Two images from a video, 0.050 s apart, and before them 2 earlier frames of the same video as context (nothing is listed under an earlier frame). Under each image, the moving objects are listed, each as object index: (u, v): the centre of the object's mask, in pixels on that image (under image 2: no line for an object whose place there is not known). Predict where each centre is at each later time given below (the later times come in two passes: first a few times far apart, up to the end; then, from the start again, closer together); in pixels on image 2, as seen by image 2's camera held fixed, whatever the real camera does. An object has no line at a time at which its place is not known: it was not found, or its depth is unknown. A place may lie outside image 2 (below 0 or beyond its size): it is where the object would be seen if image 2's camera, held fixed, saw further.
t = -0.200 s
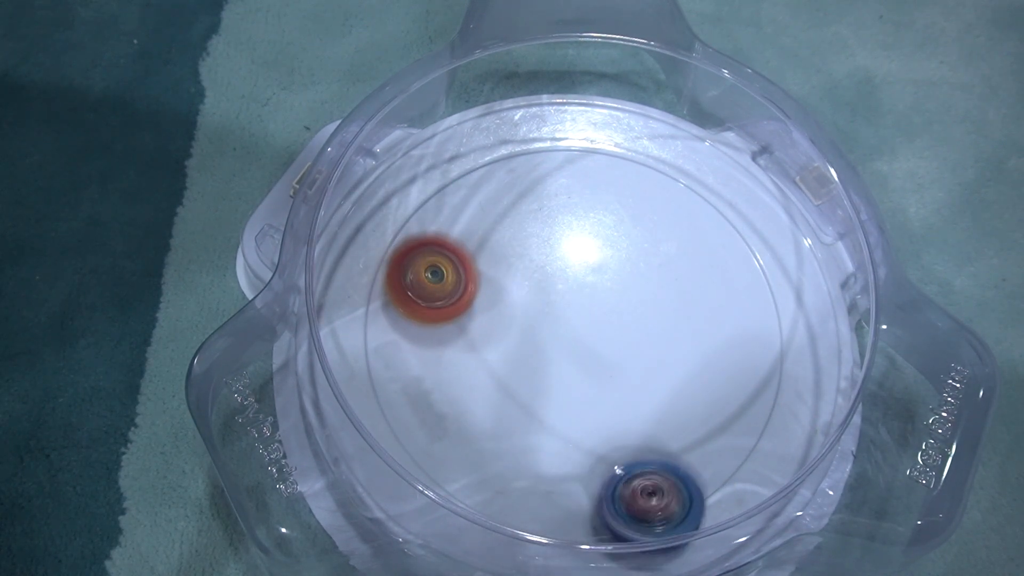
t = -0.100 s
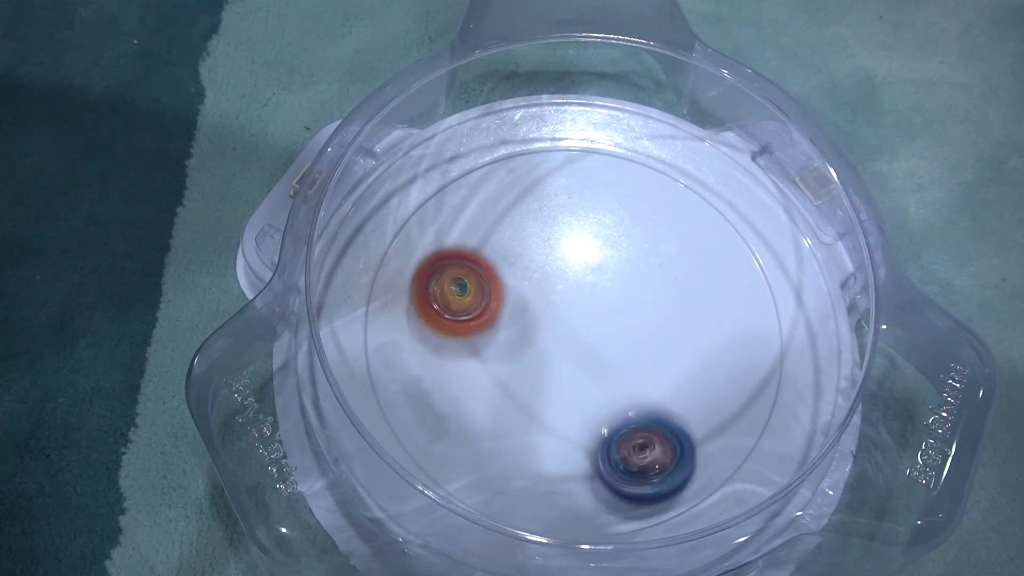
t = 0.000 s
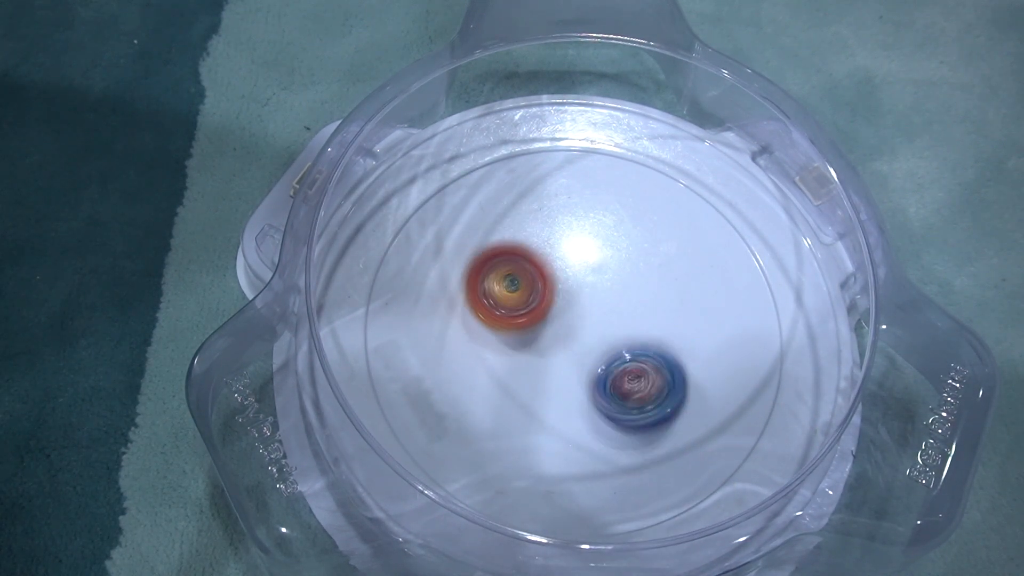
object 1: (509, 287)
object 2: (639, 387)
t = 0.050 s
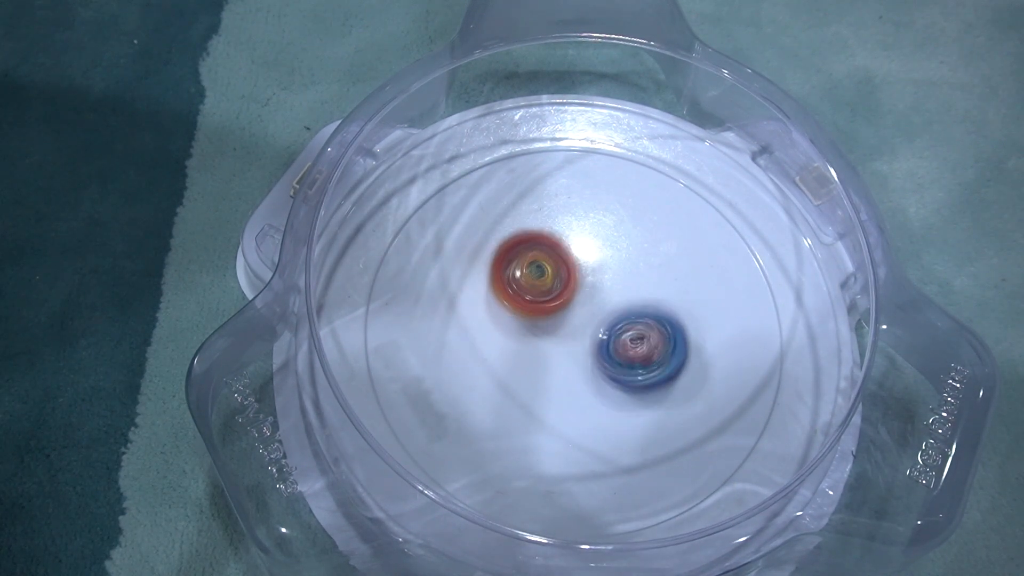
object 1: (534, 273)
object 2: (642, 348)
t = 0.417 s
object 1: (481, 225)
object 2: (685, 212)
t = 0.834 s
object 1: (552, 503)
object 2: (675, 168)
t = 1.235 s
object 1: (686, 356)
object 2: (492, 273)
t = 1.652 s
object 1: (474, 246)
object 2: (428, 381)
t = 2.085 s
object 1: (528, 387)
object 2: (668, 406)
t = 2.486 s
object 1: (570, 254)
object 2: (734, 322)
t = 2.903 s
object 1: (506, 326)
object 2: (542, 236)
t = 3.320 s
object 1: (678, 315)
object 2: (467, 326)
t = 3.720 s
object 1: (551, 298)
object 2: (557, 420)
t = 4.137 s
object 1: (586, 411)
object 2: (679, 328)
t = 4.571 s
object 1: (521, 350)
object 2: (605, 196)
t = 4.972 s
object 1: (563, 348)
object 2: (501, 270)
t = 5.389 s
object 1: (625, 280)
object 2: (545, 346)
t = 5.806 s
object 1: (539, 354)
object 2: (662, 385)
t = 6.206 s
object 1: (570, 392)
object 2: (622, 297)
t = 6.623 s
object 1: (533, 364)
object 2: (528, 253)
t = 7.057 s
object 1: (574, 359)
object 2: (535, 235)
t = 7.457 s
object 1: (616, 365)
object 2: (603, 282)
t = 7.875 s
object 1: (536, 354)
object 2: (607, 281)
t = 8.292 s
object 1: (532, 319)
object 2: (613, 296)
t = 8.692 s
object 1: (535, 301)
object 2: (631, 311)
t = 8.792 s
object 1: (538, 296)
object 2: (628, 310)
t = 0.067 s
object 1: (541, 269)
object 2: (643, 337)
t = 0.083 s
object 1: (548, 262)
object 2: (645, 324)
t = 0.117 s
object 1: (561, 250)
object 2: (649, 300)
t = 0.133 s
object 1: (566, 243)
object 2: (652, 289)
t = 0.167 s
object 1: (566, 225)
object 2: (665, 271)
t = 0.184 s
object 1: (562, 217)
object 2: (671, 261)
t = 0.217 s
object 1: (552, 204)
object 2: (681, 243)
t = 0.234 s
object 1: (546, 197)
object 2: (685, 234)
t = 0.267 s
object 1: (531, 190)
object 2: (695, 218)
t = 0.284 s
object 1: (524, 188)
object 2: (700, 211)
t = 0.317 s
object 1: (508, 187)
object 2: (707, 199)
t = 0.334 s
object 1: (501, 189)
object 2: (707, 197)
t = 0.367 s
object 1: (489, 200)
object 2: (700, 202)
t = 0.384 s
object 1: (484, 208)
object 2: (696, 205)
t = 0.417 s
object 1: (481, 225)
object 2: (685, 212)
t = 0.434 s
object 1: (482, 234)
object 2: (679, 216)
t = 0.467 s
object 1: (489, 253)
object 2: (667, 225)
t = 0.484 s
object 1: (494, 263)
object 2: (659, 230)
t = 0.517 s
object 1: (507, 279)
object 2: (644, 239)
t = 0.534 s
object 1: (515, 286)
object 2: (636, 244)
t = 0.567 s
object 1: (532, 298)
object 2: (619, 253)
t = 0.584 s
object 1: (535, 307)
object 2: (614, 254)
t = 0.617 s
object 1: (519, 347)
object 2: (635, 229)
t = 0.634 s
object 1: (513, 365)
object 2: (647, 214)
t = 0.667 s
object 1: (504, 401)
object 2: (666, 193)
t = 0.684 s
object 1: (501, 418)
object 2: (673, 184)
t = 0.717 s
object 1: (501, 450)
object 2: (680, 172)
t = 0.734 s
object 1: (504, 463)
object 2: (681, 169)
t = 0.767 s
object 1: (515, 481)
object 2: (681, 168)
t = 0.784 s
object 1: (522, 489)
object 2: (680, 167)
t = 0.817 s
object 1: (539, 506)
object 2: (678, 167)
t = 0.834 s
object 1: (552, 503)
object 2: (675, 168)
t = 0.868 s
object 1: (572, 505)
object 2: (668, 172)
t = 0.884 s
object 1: (582, 504)
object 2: (665, 176)
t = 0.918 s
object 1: (603, 499)
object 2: (654, 186)
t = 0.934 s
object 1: (613, 496)
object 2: (648, 190)
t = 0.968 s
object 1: (631, 485)
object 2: (634, 200)
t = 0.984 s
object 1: (641, 480)
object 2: (626, 205)
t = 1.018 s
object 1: (660, 469)
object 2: (609, 216)
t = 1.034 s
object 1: (668, 463)
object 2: (600, 221)
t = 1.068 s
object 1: (682, 449)
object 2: (581, 231)
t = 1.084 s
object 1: (687, 440)
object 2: (572, 237)
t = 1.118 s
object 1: (693, 422)
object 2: (554, 246)
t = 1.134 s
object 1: (695, 413)
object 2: (544, 250)
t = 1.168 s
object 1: (696, 394)
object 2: (527, 258)
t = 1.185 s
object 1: (695, 385)
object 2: (517, 261)
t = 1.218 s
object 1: (690, 365)
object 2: (501, 270)
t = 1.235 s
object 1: (686, 356)
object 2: (492, 273)
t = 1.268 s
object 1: (677, 338)
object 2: (475, 283)
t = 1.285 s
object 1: (671, 329)
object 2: (468, 287)
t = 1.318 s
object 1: (658, 313)
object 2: (453, 297)
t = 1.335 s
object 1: (650, 304)
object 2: (447, 302)
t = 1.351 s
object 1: (643, 297)
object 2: (441, 306)
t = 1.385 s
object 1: (627, 282)
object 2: (430, 317)
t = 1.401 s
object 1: (618, 276)
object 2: (425, 322)
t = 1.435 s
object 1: (600, 265)
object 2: (416, 333)
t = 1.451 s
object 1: (590, 260)
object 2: (412, 339)
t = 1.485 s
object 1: (569, 251)
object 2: (407, 348)
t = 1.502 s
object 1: (558, 249)
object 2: (406, 353)
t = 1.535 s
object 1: (538, 245)
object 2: (406, 361)
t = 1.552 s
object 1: (528, 243)
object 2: (407, 365)
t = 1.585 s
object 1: (510, 241)
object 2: (412, 371)
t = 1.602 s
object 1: (502, 242)
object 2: (415, 373)
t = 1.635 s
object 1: (483, 244)
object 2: (423, 378)
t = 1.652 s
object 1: (474, 246)
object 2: (428, 381)
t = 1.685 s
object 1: (457, 252)
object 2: (440, 384)
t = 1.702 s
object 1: (448, 256)
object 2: (447, 387)
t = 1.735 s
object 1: (434, 266)
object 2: (462, 393)
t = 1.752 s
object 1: (429, 273)
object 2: (471, 395)
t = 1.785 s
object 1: (421, 287)
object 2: (488, 398)
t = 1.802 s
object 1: (418, 295)
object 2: (499, 401)
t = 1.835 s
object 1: (416, 311)
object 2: (519, 407)
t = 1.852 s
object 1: (417, 319)
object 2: (530, 409)
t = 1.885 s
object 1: (424, 337)
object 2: (551, 412)
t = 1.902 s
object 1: (429, 346)
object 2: (562, 413)
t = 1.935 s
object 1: (442, 361)
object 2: (581, 415)
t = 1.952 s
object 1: (450, 367)
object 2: (592, 415)
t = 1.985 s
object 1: (467, 377)
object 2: (611, 415)
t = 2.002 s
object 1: (477, 380)
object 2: (622, 414)
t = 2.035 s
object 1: (497, 385)
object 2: (640, 412)
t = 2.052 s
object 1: (508, 386)
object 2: (650, 409)
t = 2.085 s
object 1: (528, 387)
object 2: (668, 406)
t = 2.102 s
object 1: (537, 387)
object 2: (677, 404)
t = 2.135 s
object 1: (557, 384)
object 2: (691, 398)
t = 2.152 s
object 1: (567, 381)
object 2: (698, 394)
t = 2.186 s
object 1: (586, 376)
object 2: (708, 388)
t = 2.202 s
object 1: (595, 372)
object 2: (712, 384)
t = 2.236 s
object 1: (612, 361)
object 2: (718, 377)
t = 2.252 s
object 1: (618, 355)
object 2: (723, 374)
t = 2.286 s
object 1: (621, 339)
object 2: (739, 368)
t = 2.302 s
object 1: (616, 330)
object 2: (750, 367)
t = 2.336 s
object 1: (609, 314)
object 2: (768, 359)
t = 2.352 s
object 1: (605, 306)
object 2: (772, 354)
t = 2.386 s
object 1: (598, 292)
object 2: (772, 346)
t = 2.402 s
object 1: (594, 286)
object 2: (768, 343)
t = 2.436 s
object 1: (586, 272)
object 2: (756, 336)
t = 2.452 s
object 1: (581, 266)
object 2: (750, 331)
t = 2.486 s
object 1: (570, 254)
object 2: (734, 322)
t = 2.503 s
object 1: (564, 249)
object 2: (726, 318)
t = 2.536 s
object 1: (552, 240)
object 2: (709, 308)
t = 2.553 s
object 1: (545, 236)
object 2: (701, 303)
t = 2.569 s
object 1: (538, 233)
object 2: (691, 299)
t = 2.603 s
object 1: (523, 230)
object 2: (675, 288)
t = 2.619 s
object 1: (516, 229)
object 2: (665, 283)
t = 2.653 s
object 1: (503, 230)
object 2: (648, 275)
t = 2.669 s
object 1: (495, 232)
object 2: (641, 270)
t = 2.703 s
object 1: (484, 241)
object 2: (626, 263)
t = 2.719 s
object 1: (481, 247)
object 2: (619, 260)
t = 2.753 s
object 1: (477, 259)
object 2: (606, 253)
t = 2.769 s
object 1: (476, 267)
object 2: (598, 251)
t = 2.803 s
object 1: (478, 283)
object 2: (583, 247)
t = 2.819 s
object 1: (481, 290)
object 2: (576, 245)
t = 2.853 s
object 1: (491, 304)
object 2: (561, 244)
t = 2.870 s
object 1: (497, 310)
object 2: (554, 244)
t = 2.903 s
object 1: (506, 326)
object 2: (542, 236)
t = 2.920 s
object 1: (512, 333)
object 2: (542, 235)
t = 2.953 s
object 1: (527, 342)
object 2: (538, 227)
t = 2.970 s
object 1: (534, 346)
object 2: (536, 227)
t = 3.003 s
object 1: (550, 353)
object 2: (532, 229)
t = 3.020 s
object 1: (558, 355)
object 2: (529, 231)
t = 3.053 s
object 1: (575, 359)
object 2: (522, 236)
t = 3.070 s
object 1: (582, 360)
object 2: (519, 239)
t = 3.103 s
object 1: (600, 361)
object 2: (510, 247)
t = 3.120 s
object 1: (607, 360)
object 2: (506, 252)
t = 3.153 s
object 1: (623, 358)
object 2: (497, 263)
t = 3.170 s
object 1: (631, 356)
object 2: (492, 268)
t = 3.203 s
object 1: (645, 350)
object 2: (485, 282)
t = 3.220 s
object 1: (652, 346)
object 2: (482, 288)
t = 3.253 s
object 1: (664, 338)
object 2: (475, 300)
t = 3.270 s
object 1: (669, 334)
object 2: (473, 307)
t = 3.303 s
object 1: (676, 321)
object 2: (469, 321)
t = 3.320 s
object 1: (678, 315)
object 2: (467, 326)
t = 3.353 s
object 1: (680, 302)
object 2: (465, 340)
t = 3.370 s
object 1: (679, 296)
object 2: (465, 346)
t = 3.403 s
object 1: (674, 284)
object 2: (465, 358)
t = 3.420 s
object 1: (669, 279)
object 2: (467, 364)
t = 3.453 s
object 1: (659, 270)
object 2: (471, 375)
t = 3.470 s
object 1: (651, 267)
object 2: (473, 379)
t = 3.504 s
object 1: (639, 263)
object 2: (480, 388)
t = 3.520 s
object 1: (630, 262)
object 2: (484, 392)
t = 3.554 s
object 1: (615, 264)
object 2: (492, 399)
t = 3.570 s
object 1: (609, 265)
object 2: (498, 403)
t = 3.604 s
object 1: (592, 269)
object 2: (509, 408)
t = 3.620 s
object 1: (586, 272)
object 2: (515, 411)
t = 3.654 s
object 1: (574, 279)
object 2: (529, 416)
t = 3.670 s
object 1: (567, 283)
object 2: (536, 416)
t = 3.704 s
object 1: (556, 293)
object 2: (549, 418)
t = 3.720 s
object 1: (551, 298)
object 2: (557, 420)
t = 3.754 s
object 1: (541, 308)
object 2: (572, 417)
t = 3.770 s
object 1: (537, 314)
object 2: (578, 416)
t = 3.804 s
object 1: (530, 326)
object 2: (592, 415)
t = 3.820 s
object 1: (526, 333)
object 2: (600, 413)
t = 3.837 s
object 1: (524, 339)
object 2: (606, 410)
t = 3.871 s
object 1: (521, 352)
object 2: (618, 406)
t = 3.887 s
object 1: (520, 360)
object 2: (625, 402)
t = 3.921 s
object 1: (520, 373)
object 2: (637, 393)
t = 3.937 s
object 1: (521, 380)
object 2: (642, 390)
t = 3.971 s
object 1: (526, 393)
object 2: (654, 381)
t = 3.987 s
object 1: (530, 399)
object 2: (658, 376)
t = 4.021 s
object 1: (539, 409)
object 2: (665, 367)
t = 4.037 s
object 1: (545, 413)
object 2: (669, 361)
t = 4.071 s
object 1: (559, 417)
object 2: (673, 350)
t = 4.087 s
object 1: (565, 417)
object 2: (675, 345)
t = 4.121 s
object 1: (580, 415)
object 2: (678, 333)
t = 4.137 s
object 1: (586, 411)
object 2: (679, 328)
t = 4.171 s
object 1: (597, 403)
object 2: (678, 317)
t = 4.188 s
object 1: (601, 397)
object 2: (678, 312)
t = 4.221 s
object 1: (607, 385)
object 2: (676, 301)
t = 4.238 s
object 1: (609, 378)
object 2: (673, 296)
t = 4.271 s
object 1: (610, 365)
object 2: (669, 285)
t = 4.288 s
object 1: (611, 358)
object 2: (666, 279)
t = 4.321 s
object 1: (607, 345)
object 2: (659, 268)
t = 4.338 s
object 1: (602, 344)
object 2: (657, 259)
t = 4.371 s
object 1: (590, 339)
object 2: (652, 244)
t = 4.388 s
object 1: (584, 339)
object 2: (649, 238)
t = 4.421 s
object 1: (572, 336)
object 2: (643, 228)
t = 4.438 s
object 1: (564, 337)
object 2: (640, 224)
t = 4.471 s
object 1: (553, 337)
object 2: (634, 215)
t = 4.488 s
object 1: (546, 339)
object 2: (630, 210)
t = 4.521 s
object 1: (536, 342)
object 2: (620, 204)
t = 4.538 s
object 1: (530, 344)
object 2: (616, 201)
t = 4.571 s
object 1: (521, 350)
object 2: (605, 196)
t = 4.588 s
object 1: (518, 352)
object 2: (599, 195)
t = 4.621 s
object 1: (512, 359)
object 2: (590, 194)
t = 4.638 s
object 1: (511, 362)
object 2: (584, 194)
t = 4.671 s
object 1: (510, 366)
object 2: (573, 196)
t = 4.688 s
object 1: (511, 368)
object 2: (568, 198)
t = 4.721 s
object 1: (513, 371)
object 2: (557, 203)
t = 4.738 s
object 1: (514, 372)
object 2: (551, 206)
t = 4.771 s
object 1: (519, 372)
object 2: (539, 215)
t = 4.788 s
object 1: (521, 372)
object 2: (535, 220)
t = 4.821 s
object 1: (527, 371)
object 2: (527, 228)
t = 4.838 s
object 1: (531, 370)
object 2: (522, 234)
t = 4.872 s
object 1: (538, 366)
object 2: (516, 245)
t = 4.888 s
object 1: (542, 364)
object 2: (514, 251)
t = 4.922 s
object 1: (549, 355)
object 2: (510, 262)
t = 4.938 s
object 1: (552, 351)
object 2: (509, 269)
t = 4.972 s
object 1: (563, 348)
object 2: (501, 270)
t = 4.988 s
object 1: (569, 350)
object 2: (497, 268)
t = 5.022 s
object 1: (584, 352)
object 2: (489, 262)
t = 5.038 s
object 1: (590, 352)
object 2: (488, 261)
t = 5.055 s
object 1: (597, 351)
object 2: (486, 261)
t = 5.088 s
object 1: (609, 348)
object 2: (485, 264)
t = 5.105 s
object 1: (615, 346)
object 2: (486, 266)
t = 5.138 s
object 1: (625, 341)
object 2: (488, 273)
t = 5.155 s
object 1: (631, 338)
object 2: (489, 277)
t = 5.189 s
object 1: (638, 330)
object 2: (495, 287)
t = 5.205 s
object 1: (642, 325)
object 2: (499, 292)
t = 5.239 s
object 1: (645, 316)
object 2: (506, 303)
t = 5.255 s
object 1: (646, 311)
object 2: (509, 309)
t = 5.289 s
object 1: (646, 302)
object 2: (518, 319)
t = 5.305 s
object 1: (644, 297)
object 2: (522, 324)
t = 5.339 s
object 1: (638, 288)
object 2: (531, 334)
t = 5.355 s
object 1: (635, 285)
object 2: (536, 339)
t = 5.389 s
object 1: (625, 280)
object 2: (545, 346)
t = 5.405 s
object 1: (621, 277)
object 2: (551, 350)
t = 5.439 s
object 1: (610, 276)
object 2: (562, 355)
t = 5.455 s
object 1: (604, 275)
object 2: (568, 361)
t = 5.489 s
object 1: (594, 277)
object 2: (581, 367)
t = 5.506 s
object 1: (587, 278)
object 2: (586, 370)
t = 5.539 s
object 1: (578, 283)
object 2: (599, 376)
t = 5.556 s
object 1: (571, 285)
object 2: (605, 378)
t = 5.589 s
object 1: (563, 291)
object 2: (618, 384)
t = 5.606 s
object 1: (559, 296)
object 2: (624, 386)
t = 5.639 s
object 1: (551, 303)
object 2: (636, 390)
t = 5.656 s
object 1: (549, 309)
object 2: (641, 388)
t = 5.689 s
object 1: (542, 318)
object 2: (650, 392)
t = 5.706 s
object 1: (542, 323)
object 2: (653, 392)
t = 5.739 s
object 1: (538, 334)
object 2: (659, 390)
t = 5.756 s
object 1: (538, 338)
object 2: (660, 388)
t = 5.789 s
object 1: (538, 350)
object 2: (661, 386)
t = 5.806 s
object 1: (539, 354)
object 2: (662, 385)
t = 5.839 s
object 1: (542, 365)
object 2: (661, 380)
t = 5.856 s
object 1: (544, 368)
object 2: (660, 378)
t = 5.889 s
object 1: (551, 377)
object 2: (656, 372)
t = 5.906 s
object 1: (554, 380)
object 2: (656, 369)
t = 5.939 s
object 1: (561, 386)
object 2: (654, 359)
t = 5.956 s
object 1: (563, 389)
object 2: (656, 353)
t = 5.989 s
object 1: (562, 396)
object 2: (657, 339)
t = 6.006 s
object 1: (563, 398)
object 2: (657, 333)
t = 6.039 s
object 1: (564, 402)
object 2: (655, 322)
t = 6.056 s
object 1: (563, 403)
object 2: (651, 316)
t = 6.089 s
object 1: (565, 403)
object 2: (646, 310)
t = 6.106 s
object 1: (565, 404)
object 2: (643, 307)
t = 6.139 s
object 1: (566, 401)
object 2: (637, 304)
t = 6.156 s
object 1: (568, 400)
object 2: (634, 302)
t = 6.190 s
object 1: (568, 395)
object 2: (627, 299)
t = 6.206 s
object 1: (570, 392)
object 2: (622, 297)
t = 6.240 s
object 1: (569, 386)
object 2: (613, 295)
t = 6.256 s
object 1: (568, 382)
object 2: (607, 295)
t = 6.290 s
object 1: (567, 373)
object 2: (596, 293)
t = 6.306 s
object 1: (565, 369)
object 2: (591, 293)
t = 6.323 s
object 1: (560, 369)
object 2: (588, 289)
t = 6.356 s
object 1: (553, 372)
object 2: (579, 276)
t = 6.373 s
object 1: (549, 373)
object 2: (575, 270)
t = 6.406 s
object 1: (545, 375)
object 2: (566, 256)
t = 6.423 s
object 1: (543, 374)
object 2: (561, 253)
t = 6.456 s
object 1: (540, 374)
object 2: (555, 247)
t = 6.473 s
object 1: (539, 375)
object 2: (551, 244)
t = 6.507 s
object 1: (536, 373)
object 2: (542, 242)
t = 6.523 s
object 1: (535, 373)
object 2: (540, 243)
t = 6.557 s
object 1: (534, 371)
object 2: (536, 243)
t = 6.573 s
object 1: (534, 370)
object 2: (533, 244)
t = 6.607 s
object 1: (534, 367)
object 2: (529, 252)
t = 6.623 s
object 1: (533, 364)
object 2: (528, 253)
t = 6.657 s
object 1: (534, 360)
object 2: (526, 260)
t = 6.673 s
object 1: (534, 358)
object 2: (524, 265)
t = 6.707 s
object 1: (536, 355)
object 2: (521, 264)
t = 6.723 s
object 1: (537, 355)
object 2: (519, 257)
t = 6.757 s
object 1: (539, 355)
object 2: (515, 249)
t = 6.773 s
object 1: (541, 354)
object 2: (514, 247)
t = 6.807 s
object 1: (544, 351)
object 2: (513, 246)
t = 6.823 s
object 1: (545, 350)
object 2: (514, 247)
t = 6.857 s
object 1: (549, 346)
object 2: (515, 248)
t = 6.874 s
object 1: (551, 342)
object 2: (514, 250)
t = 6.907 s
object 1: (554, 338)
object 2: (518, 253)
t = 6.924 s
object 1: (555, 335)
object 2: (521, 254)
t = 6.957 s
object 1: (560, 338)
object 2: (524, 252)
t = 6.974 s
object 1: (562, 343)
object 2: (525, 246)
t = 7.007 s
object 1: (566, 350)
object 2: (526, 238)
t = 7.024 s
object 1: (568, 352)
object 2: (528, 237)
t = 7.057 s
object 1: (574, 359)
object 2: (535, 235)
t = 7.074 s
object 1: (576, 362)
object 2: (539, 234)
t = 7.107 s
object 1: (581, 368)
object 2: (545, 235)
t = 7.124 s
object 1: (584, 371)
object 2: (548, 234)
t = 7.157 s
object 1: (589, 376)
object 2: (554, 234)
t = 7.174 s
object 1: (593, 378)
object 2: (556, 235)
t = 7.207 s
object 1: (599, 383)
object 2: (560, 238)
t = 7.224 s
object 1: (603, 386)
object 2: (562, 240)
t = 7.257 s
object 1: (610, 386)
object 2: (568, 245)
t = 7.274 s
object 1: (612, 387)
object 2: (570, 247)
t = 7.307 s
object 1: (616, 385)
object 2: (575, 253)
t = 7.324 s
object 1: (617, 383)
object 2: (579, 257)
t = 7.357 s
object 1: (620, 379)
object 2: (585, 263)
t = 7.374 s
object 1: (620, 376)
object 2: (589, 267)
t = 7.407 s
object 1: (621, 372)
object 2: (595, 274)
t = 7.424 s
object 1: (620, 369)
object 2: (599, 278)
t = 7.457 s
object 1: (616, 365)
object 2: (603, 282)
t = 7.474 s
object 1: (612, 368)
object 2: (607, 277)
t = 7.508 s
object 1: (601, 378)
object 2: (613, 264)
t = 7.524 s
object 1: (597, 381)
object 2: (615, 260)
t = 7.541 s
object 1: (594, 384)
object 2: (618, 256)
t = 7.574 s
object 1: (583, 389)
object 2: (621, 252)
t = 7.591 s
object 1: (579, 390)
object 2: (622, 250)
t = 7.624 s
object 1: (570, 391)
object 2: (622, 247)
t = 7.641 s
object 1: (565, 391)
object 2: (621, 246)
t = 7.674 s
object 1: (560, 389)
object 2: (621, 246)
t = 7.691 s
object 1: (556, 389)
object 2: (619, 245)
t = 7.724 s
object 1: (551, 385)
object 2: (617, 248)
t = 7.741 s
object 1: (549, 384)
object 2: (616, 250)
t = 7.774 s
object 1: (543, 378)
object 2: (615, 257)
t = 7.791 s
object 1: (541, 375)
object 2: (614, 261)
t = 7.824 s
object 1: (536, 366)
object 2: (613, 268)
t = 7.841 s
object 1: (535, 361)
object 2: (611, 273)
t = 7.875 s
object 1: (536, 354)
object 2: (607, 281)
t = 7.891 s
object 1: (534, 349)
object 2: (605, 286)
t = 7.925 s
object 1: (530, 346)
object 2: (605, 290)
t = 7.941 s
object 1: (522, 347)
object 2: (611, 288)
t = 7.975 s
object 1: (510, 346)
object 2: (620, 285)
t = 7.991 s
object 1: (508, 346)
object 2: (622, 284)
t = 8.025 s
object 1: (503, 343)
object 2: (625, 284)
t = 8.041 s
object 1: (502, 340)
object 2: (626, 284)
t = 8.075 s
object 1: (502, 335)
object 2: (625, 286)
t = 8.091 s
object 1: (504, 333)
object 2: (625, 286)
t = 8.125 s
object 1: (506, 329)
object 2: (624, 286)
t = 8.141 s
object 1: (509, 327)
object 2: (623, 286)
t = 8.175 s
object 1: (516, 327)
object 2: (621, 287)
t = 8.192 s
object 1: (519, 328)
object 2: (619, 287)
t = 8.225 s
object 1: (525, 328)
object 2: (615, 289)
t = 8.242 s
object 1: (529, 324)
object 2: (614, 291)
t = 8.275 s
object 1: (532, 321)
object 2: (613, 295)
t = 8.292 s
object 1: (532, 319)
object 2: (613, 296)
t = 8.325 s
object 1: (531, 317)
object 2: (614, 301)
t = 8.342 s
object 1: (532, 316)
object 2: (615, 303)
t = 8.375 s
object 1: (529, 316)
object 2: (618, 305)
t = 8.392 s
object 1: (525, 316)
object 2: (619, 306)
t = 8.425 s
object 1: (521, 312)
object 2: (623, 309)
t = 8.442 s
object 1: (519, 310)
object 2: (625, 310)
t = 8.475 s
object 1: (520, 307)
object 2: (629, 311)
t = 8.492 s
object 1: (521, 307)
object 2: (630, 311)
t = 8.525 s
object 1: (523, 306)
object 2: (632, 311)
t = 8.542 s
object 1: (524, 306)
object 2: (633, 311)
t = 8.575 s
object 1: (530, 305)
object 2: (631, 311)
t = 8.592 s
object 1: (533, 305)
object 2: (629, 312)
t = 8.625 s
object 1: (537, 305)
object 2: (627, 310)
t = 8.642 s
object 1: (536, 304)
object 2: (628, 311)
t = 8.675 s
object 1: (535, 302)
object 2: (630, 311)
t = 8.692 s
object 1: (535, 301)
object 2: (631, 311)
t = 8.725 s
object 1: (535, 299)
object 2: (631, 311)
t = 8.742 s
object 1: (535, 299)
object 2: (630, 311)
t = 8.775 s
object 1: (537, 297)
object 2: (628, 310)
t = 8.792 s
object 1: (538, 296)
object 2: (628, 310)
